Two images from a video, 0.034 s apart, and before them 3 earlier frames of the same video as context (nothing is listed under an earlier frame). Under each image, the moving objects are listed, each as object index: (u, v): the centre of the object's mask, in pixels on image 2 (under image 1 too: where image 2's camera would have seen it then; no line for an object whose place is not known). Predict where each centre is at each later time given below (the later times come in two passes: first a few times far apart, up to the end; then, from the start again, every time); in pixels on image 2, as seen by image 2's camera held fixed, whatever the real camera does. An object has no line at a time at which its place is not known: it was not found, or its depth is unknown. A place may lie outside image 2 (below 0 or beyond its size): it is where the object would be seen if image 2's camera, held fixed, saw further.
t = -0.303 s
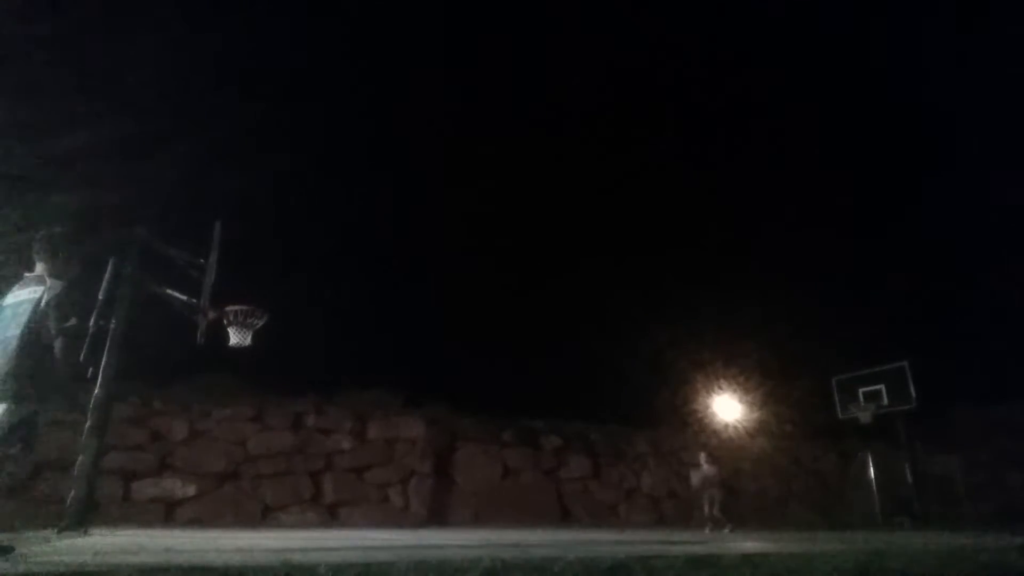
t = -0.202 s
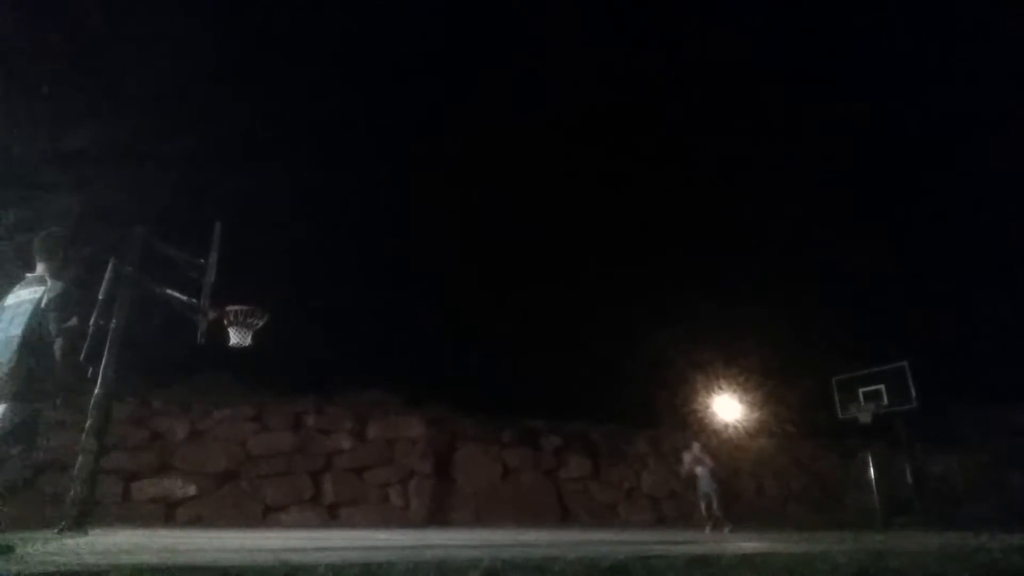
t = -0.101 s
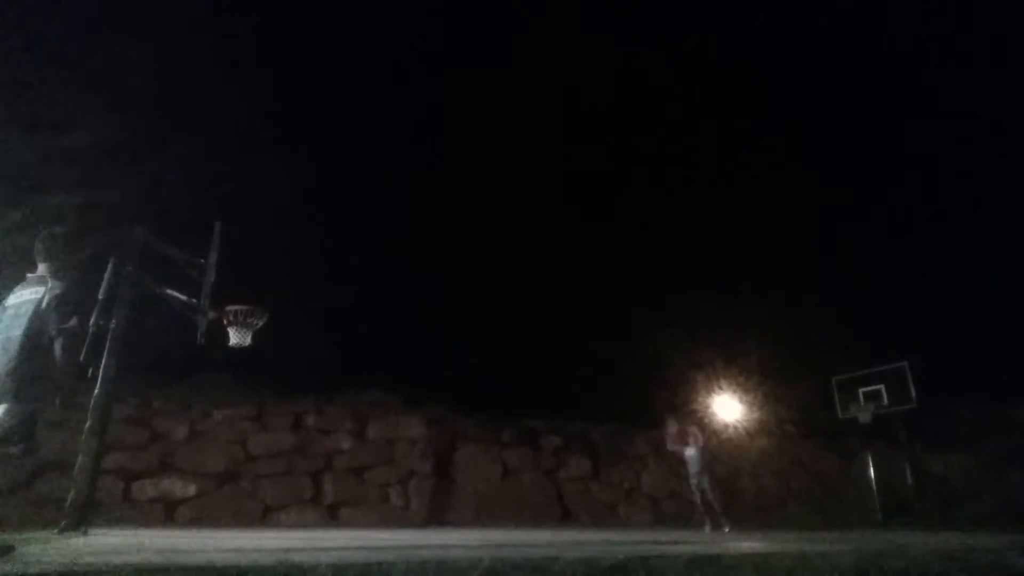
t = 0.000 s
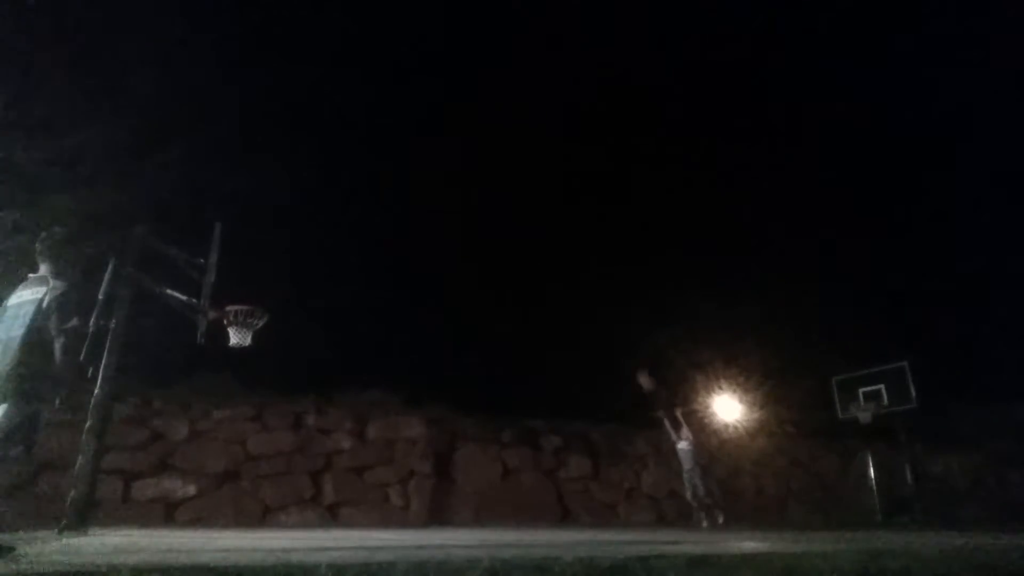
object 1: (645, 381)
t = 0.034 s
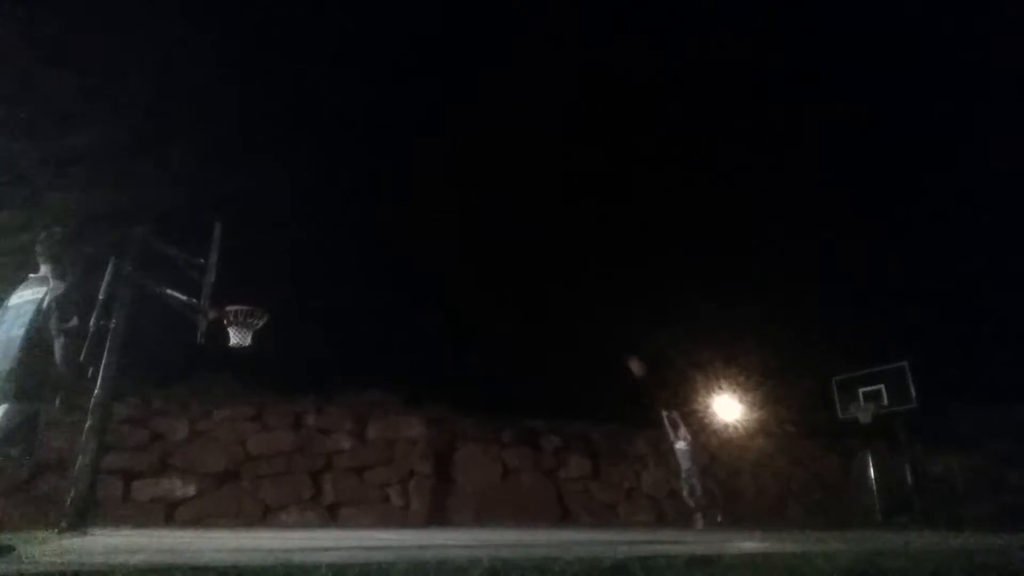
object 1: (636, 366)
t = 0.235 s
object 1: (580, 293)
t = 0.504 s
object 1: (505, 232)
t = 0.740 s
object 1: (437, 212)
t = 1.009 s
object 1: (345, 231)
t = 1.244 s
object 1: (245, 298)
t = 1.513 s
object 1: (219, 323)
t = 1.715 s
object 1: (207, 363)
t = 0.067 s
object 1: (626, 352)
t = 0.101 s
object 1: (616, 339)
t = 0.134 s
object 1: (607, 326)
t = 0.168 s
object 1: (598, 315)
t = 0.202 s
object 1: (589, 303)
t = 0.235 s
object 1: (580, 293)
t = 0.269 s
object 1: (571, 283)
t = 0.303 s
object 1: (561, 274)
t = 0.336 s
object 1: (552, 266)
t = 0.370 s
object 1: (544, 259)
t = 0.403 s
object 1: (534, 250)
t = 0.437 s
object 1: (525, 244)
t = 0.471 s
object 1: (515, 238)
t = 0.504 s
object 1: (505, 232)
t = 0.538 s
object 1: (496, 228)
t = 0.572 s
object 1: (487, 223)
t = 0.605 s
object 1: (477, 220)
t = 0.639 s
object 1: (467, 216)
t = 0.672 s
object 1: (458, 214)
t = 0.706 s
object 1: (448, 213)
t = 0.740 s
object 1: (437, 212)
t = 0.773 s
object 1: (427, 212)
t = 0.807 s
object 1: (415, 213)
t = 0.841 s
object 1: (405, 214)
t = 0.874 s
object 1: (393, 215)
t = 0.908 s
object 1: (381, 218)
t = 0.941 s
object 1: (369, 222)
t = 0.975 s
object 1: (357, 226)
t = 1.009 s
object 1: (345, 231)
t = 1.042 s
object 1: (332, 238)
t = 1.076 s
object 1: (319, 245)
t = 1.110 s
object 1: (305, 254)
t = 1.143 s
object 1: (287, 265)
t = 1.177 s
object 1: (275, 275)
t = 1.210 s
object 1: (258, 287)
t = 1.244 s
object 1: (245, 298)
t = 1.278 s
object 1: (238, 301)
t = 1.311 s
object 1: (237, 304)
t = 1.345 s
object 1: (233, 306)
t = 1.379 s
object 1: (232, 307)
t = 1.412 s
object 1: (233, 306)
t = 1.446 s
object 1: (233, 308)
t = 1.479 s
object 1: (221, 321)
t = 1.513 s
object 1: (219, 323)
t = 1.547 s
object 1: (218, 328)
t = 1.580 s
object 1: (218, 333)
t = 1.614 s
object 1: (218, 339)
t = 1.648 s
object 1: (213, 347)
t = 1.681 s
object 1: (210, 355)
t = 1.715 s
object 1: (207, 363)
